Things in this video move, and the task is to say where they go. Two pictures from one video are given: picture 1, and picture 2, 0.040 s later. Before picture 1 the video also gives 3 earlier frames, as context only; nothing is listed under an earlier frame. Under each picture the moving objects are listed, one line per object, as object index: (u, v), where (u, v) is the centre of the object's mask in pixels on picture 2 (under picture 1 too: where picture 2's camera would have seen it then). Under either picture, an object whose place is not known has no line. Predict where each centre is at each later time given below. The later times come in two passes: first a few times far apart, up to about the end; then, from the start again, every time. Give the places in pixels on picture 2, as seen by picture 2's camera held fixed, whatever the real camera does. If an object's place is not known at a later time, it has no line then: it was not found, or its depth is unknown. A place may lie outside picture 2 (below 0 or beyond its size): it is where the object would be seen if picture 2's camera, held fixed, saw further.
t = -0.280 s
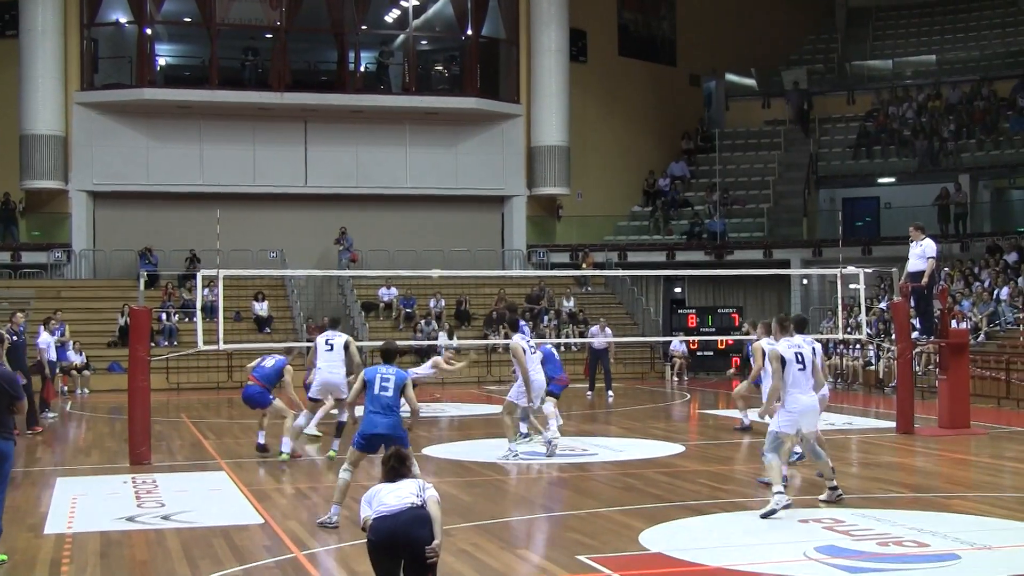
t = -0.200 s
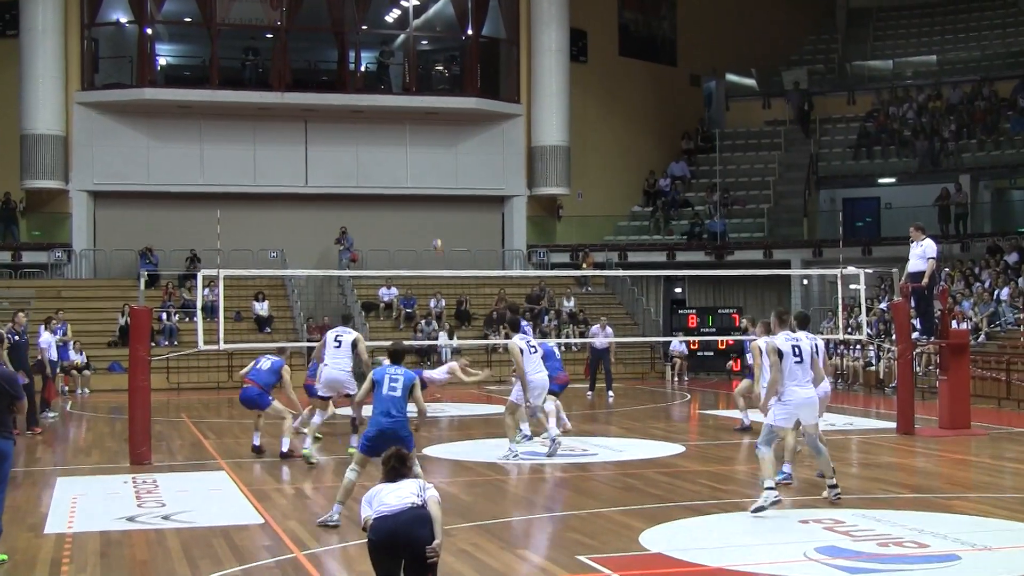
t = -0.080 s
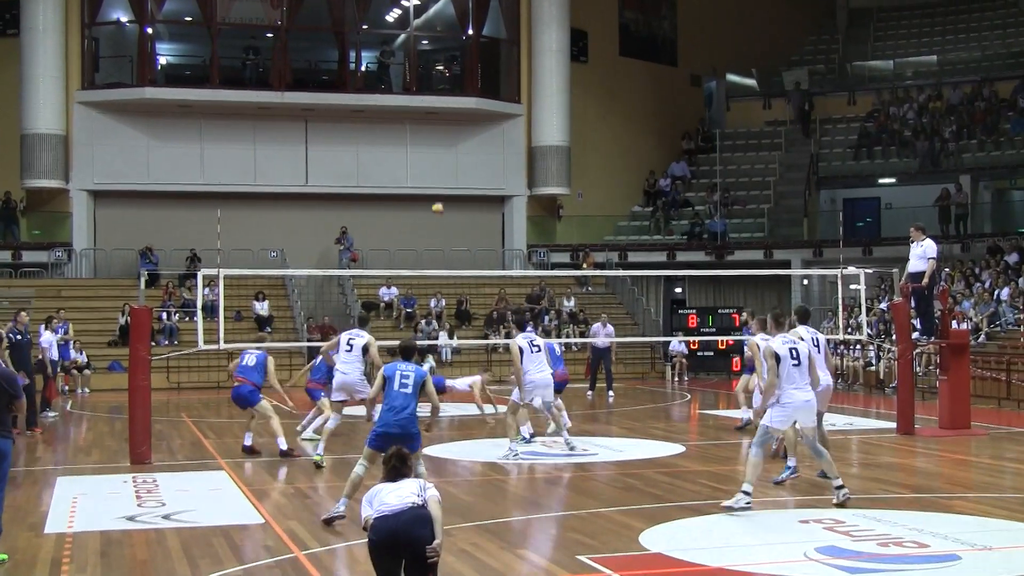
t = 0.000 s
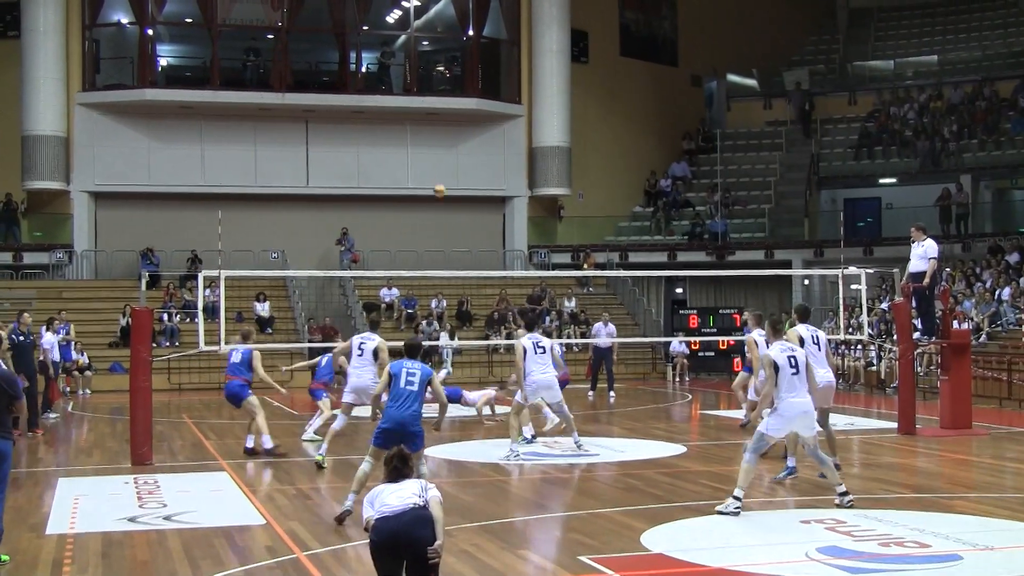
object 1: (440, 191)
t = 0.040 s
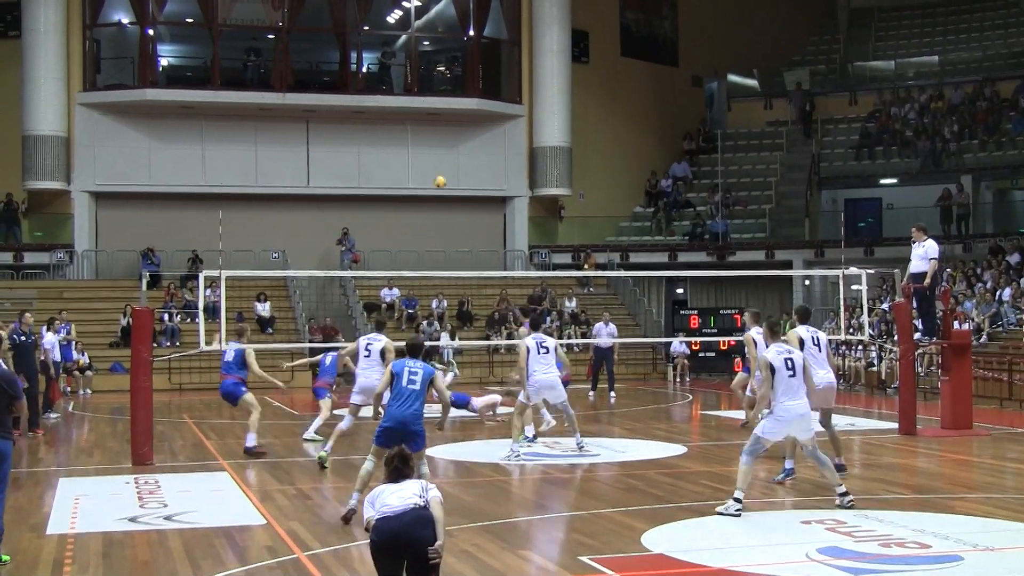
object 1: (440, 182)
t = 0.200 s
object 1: (441, 158)
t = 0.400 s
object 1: (442, 149)
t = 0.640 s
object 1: (445, 168)
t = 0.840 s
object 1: (447, 206)
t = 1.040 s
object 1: (450, 265)
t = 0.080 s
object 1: (440, 174)
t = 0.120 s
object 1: (440, 168)
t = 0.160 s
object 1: (442, 162)
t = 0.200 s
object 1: (441, 158)
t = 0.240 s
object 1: (441, 154)
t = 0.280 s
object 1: (442, 152)
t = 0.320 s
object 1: (443, 150)
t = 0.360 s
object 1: (442, 149)
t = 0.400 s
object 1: (442, 149)
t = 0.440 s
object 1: (443, 150)
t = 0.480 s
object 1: (443, 152)
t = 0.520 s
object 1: (443, 155)
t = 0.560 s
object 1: (444, 158)
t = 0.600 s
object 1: (444, 162)
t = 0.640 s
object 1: (445, 168)
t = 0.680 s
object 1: (445, 174)
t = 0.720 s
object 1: (445, 181)
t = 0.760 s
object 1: (446, 188)
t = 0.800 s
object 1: (446, 198)
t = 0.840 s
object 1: (447, 206)
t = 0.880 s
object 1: (447, 216)
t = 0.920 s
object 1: (448, 226)
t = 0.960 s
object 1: (448, 239)
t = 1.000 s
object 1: (449, 251)
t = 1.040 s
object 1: (450, 265)
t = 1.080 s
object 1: (450, 280)
